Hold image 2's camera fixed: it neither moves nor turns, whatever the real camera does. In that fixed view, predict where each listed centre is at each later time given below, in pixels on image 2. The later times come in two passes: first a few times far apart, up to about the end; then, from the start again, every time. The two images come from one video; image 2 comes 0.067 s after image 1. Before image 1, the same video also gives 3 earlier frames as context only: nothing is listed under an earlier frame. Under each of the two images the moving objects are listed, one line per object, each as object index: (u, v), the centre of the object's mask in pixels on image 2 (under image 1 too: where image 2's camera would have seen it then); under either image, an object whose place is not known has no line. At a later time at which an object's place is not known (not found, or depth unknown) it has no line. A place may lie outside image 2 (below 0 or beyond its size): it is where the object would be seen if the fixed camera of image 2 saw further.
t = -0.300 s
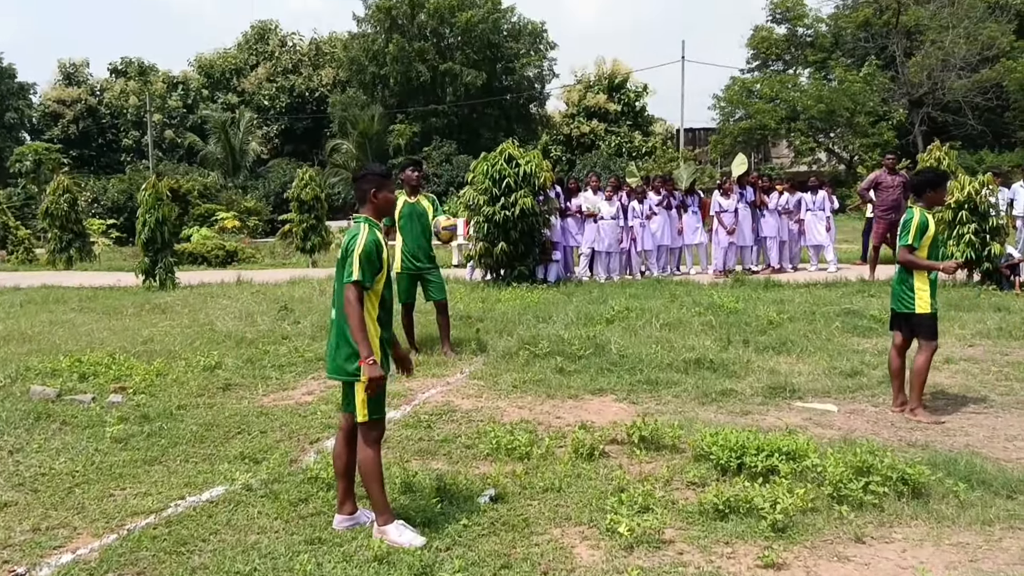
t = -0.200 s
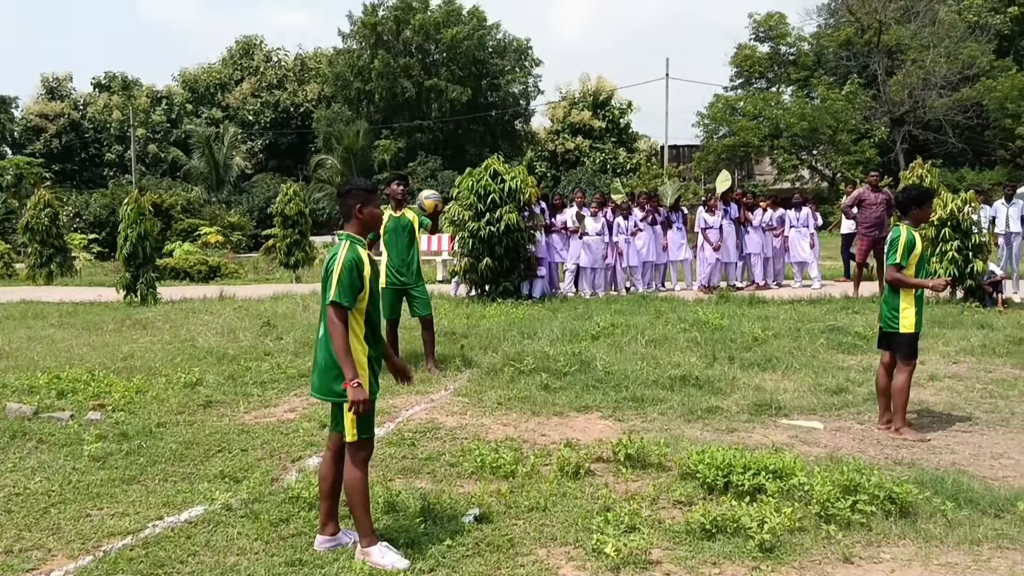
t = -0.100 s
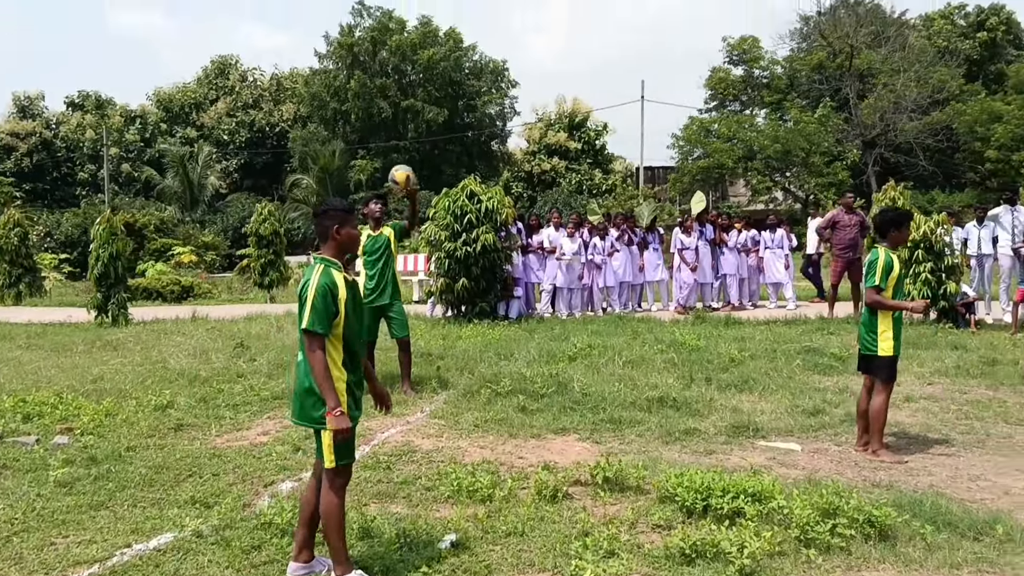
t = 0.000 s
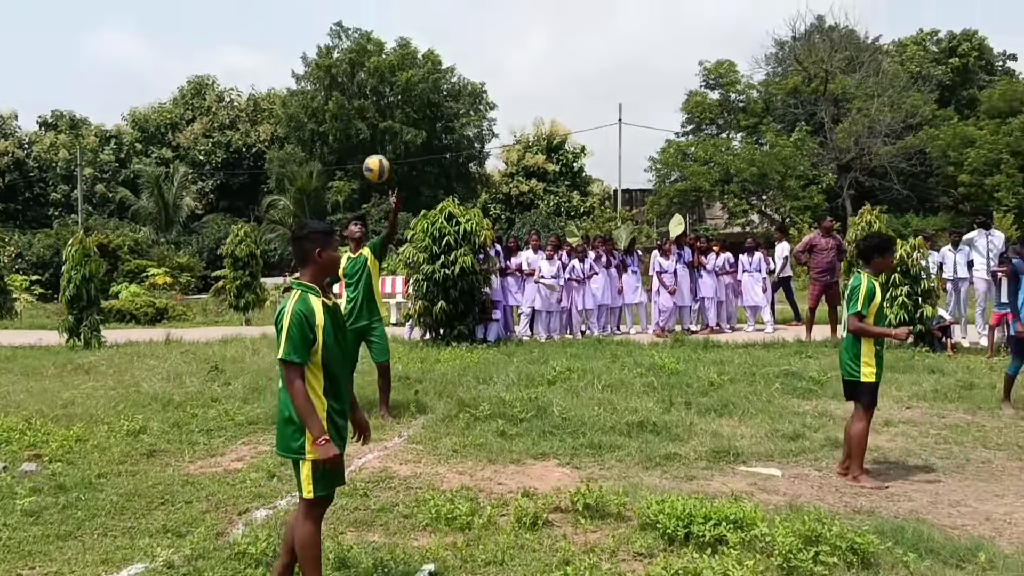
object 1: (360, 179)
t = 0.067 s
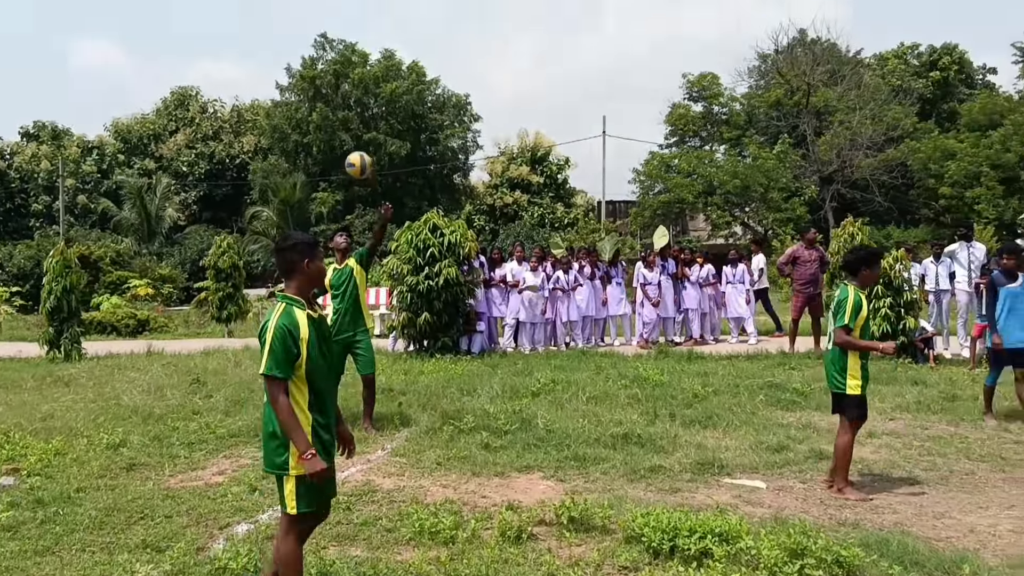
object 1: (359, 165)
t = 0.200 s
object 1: (354, 152)
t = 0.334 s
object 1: (351, 164)
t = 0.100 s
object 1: (357, 160)
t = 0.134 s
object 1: (356, 156)
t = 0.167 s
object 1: (355, 153)
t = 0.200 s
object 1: (354, 152)
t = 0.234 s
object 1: (354, 153)
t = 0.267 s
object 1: (353, 155)
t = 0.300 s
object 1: (352, 158)
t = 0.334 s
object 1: (351, 164)
